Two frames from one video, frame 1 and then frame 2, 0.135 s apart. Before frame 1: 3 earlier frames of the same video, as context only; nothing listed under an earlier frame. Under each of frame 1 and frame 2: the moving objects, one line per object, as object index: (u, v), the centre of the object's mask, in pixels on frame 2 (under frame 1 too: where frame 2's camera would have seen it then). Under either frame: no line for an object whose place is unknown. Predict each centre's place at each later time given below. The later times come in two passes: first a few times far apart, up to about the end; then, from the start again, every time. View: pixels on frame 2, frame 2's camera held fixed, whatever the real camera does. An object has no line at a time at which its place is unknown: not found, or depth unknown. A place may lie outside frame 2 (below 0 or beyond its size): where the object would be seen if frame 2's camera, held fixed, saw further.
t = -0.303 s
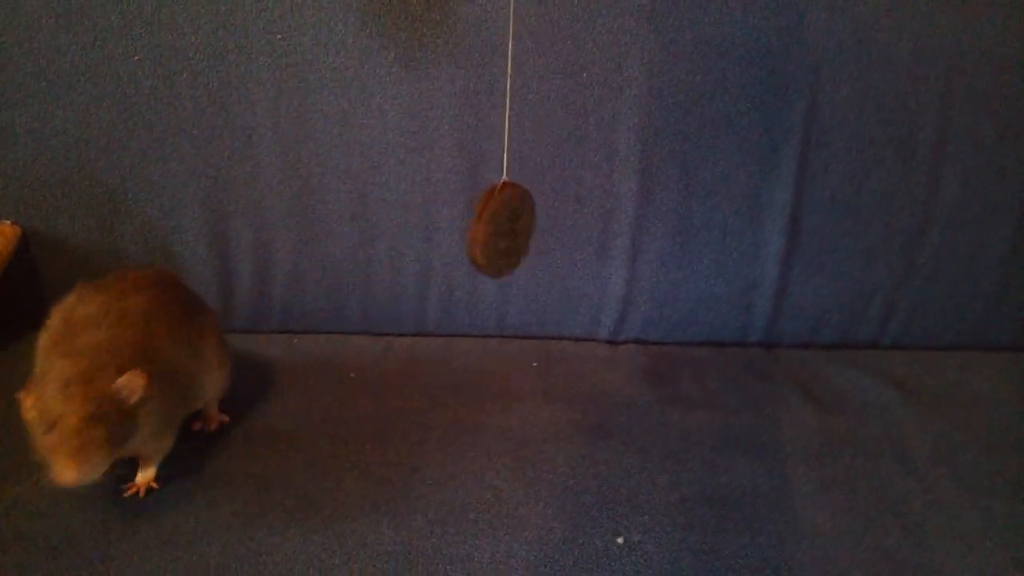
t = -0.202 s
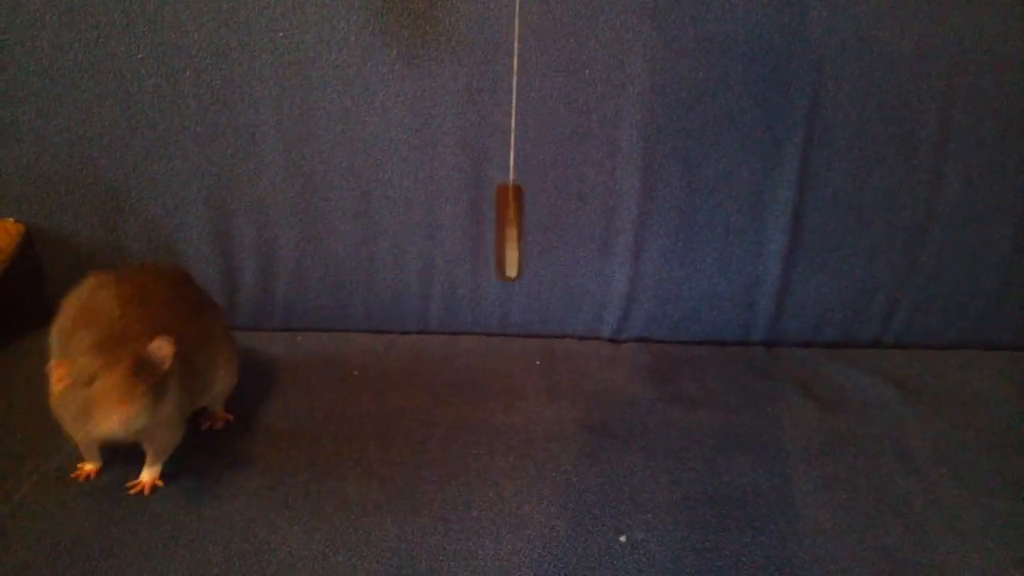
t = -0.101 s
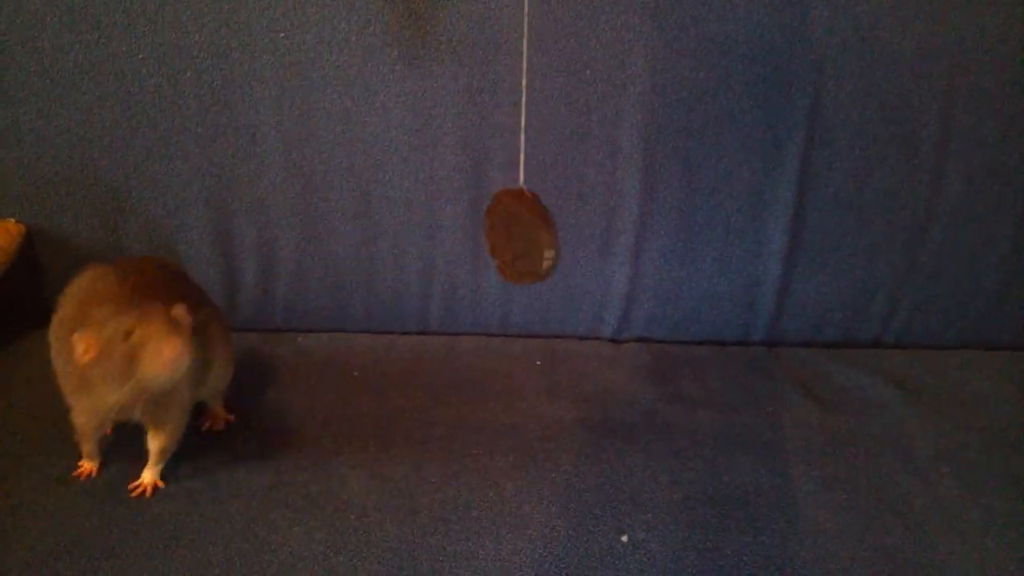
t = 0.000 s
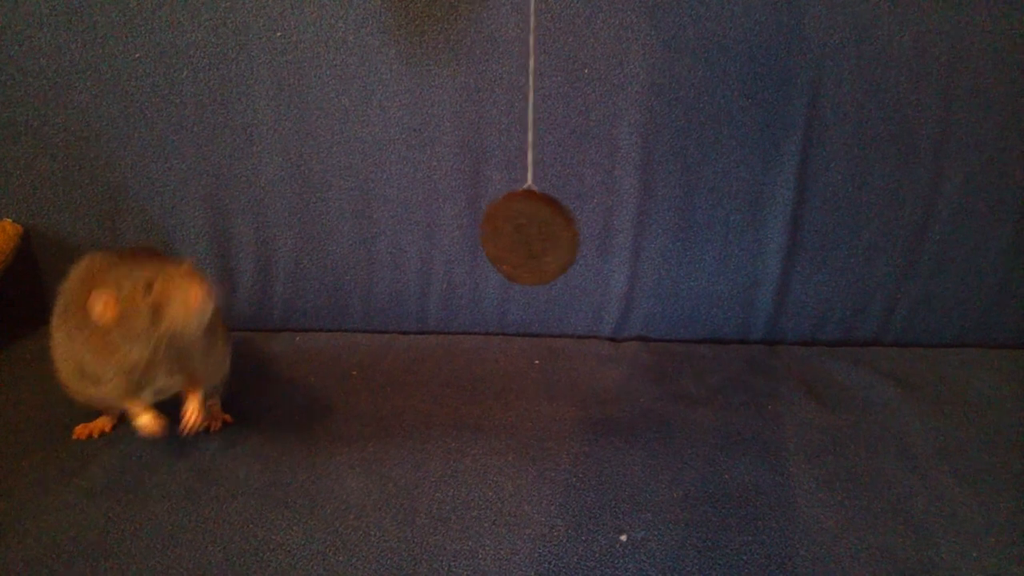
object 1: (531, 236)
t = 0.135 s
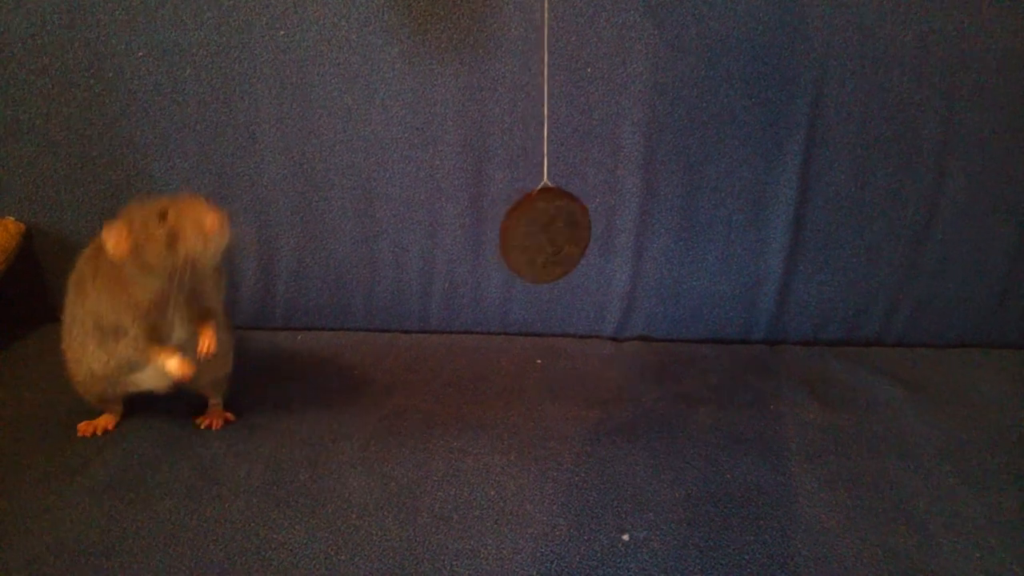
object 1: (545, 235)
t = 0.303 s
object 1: (547, 230)
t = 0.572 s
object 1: (512, 218)
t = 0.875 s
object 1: (485, 223)
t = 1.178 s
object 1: (515, 234)
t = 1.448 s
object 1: (545, 226)
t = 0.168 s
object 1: (547, 234)
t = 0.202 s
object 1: (548, 234)
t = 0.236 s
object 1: (548, 232)
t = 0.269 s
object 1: (548, 231)
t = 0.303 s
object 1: (547, 230)
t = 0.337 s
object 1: (547, 229)
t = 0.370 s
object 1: (543, 227)
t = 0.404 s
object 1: (540, 225)
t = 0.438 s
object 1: (535, 223)
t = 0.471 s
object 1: (530, 222)
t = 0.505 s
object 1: (525, 220)
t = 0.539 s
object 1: (518, 219)
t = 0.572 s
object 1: (512, 218)
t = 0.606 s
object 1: (507, 218)
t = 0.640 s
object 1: (502, 218)
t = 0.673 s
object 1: (497, 218)
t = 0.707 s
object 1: (493, 218)
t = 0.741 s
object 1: (490, 218)
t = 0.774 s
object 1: (487, 219)
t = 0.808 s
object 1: (485, 220)
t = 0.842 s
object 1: (484, 222)
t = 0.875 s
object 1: (485, 223)
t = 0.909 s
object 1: (485, 225)
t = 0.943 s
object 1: (488, 225)
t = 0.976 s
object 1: (490, 227)
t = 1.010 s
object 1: (493, 228)
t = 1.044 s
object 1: (497, 230)
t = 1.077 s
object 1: (500, 231)
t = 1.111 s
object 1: (505, 232)
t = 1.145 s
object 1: (510, 233)
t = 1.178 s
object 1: (515, 234)
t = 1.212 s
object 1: (519, 234)
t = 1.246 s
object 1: (524, 235)
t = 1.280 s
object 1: (529, 234)
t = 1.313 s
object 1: (533, 232)
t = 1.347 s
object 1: (536, 231)
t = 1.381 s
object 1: (539, 229)
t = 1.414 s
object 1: (543, 228)
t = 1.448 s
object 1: (545, 226)
